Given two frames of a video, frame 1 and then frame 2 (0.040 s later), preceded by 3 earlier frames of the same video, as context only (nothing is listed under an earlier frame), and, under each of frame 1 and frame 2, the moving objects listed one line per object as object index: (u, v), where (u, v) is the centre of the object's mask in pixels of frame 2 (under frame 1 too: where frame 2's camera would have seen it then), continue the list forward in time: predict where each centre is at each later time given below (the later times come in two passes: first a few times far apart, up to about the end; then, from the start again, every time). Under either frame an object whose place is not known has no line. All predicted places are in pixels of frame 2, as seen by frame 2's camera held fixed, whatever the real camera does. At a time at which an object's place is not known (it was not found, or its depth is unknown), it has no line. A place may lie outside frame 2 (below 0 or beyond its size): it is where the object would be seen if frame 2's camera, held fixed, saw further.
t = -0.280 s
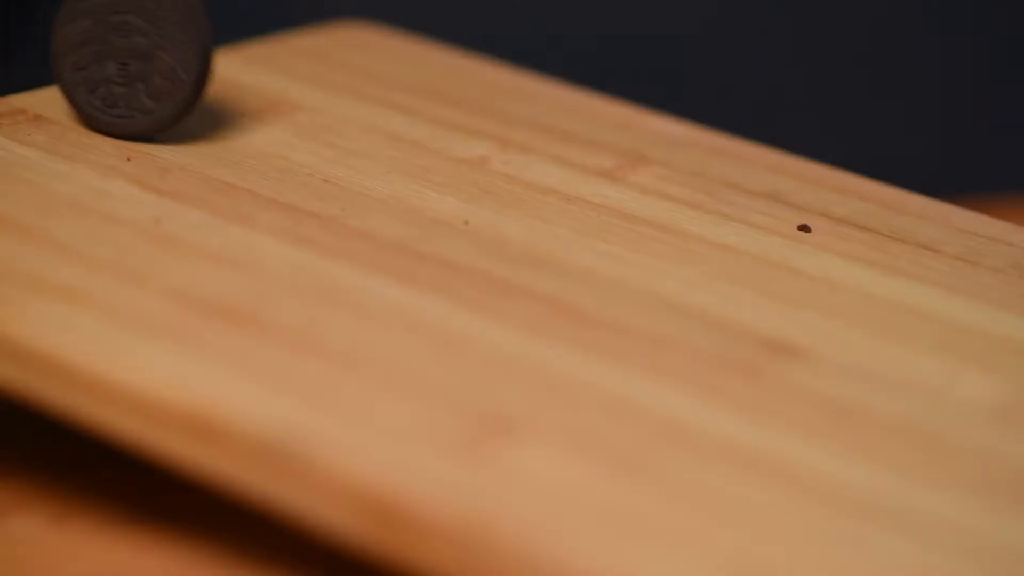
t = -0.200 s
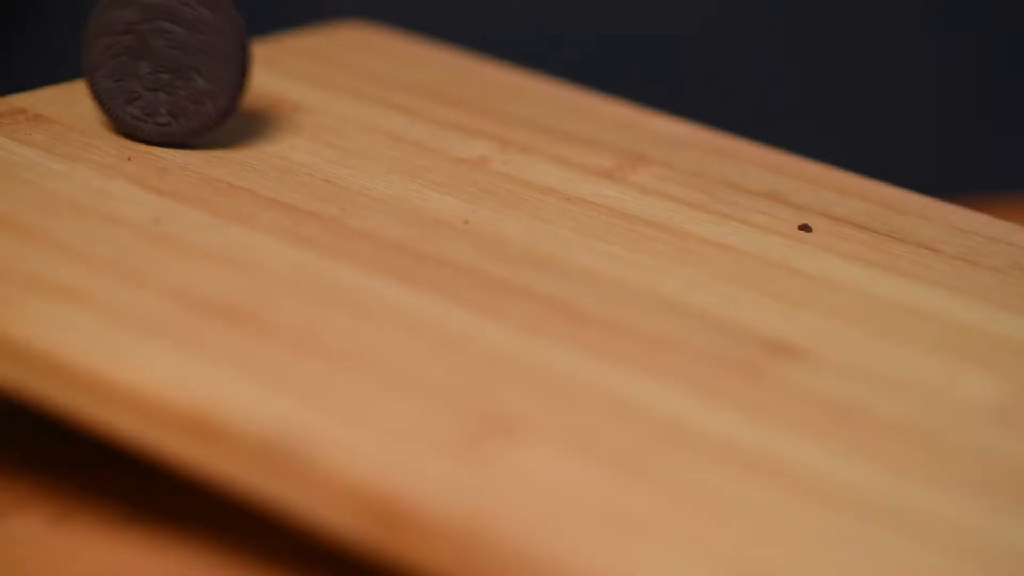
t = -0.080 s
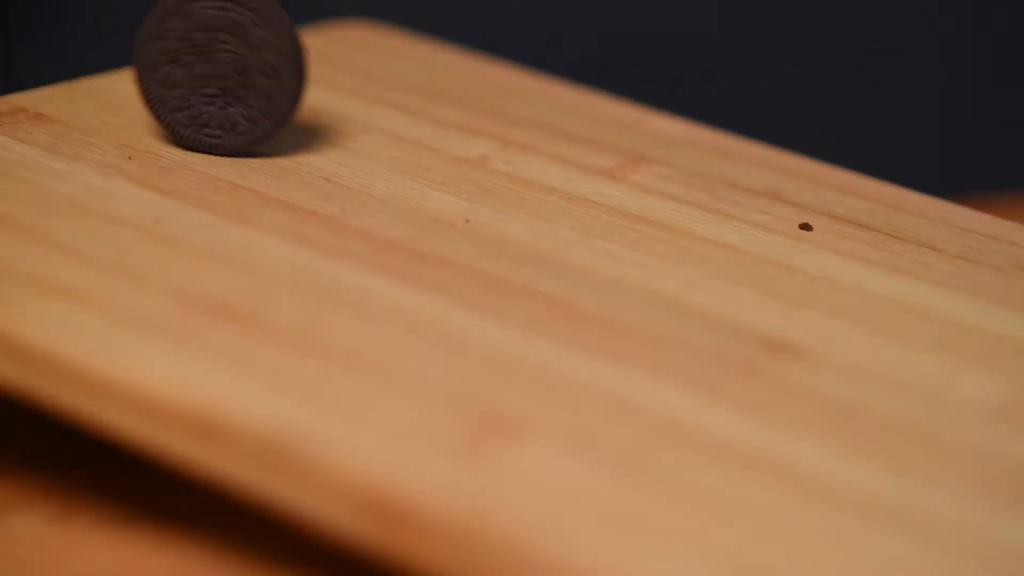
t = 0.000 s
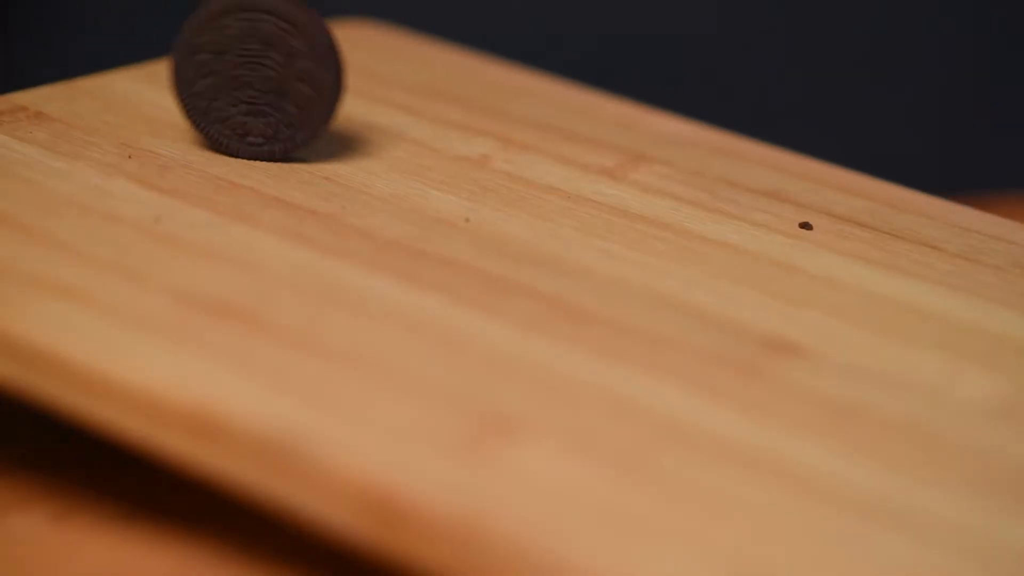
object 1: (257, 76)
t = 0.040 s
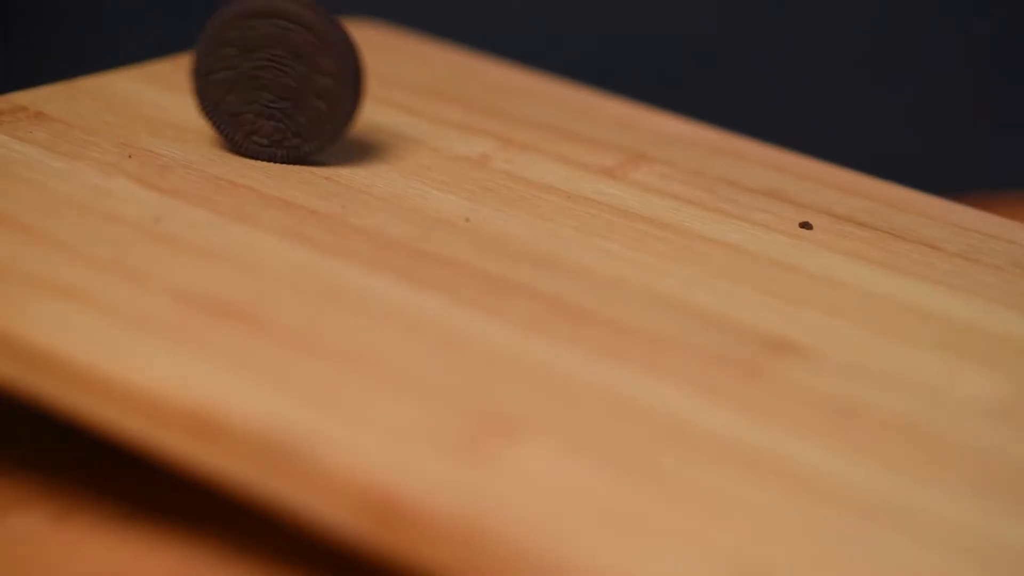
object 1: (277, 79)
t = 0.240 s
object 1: (385, 106)
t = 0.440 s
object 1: (506, 143)
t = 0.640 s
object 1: (657, 188)
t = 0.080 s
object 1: (297, 82)
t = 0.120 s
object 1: (318, 87)
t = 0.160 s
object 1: (340, 93)
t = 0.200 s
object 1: (363, 100)
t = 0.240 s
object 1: (385, 106)
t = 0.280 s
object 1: (409, 112)
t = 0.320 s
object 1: (432, 118)
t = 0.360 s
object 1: (455, 124)
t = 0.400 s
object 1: (480, 133)
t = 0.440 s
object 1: (506, 143)
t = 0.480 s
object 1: (533, 153)
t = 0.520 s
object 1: (561, 162)
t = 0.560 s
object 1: (592, 171)
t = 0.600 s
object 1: (624, 181)
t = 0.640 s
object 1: (657, 188)
